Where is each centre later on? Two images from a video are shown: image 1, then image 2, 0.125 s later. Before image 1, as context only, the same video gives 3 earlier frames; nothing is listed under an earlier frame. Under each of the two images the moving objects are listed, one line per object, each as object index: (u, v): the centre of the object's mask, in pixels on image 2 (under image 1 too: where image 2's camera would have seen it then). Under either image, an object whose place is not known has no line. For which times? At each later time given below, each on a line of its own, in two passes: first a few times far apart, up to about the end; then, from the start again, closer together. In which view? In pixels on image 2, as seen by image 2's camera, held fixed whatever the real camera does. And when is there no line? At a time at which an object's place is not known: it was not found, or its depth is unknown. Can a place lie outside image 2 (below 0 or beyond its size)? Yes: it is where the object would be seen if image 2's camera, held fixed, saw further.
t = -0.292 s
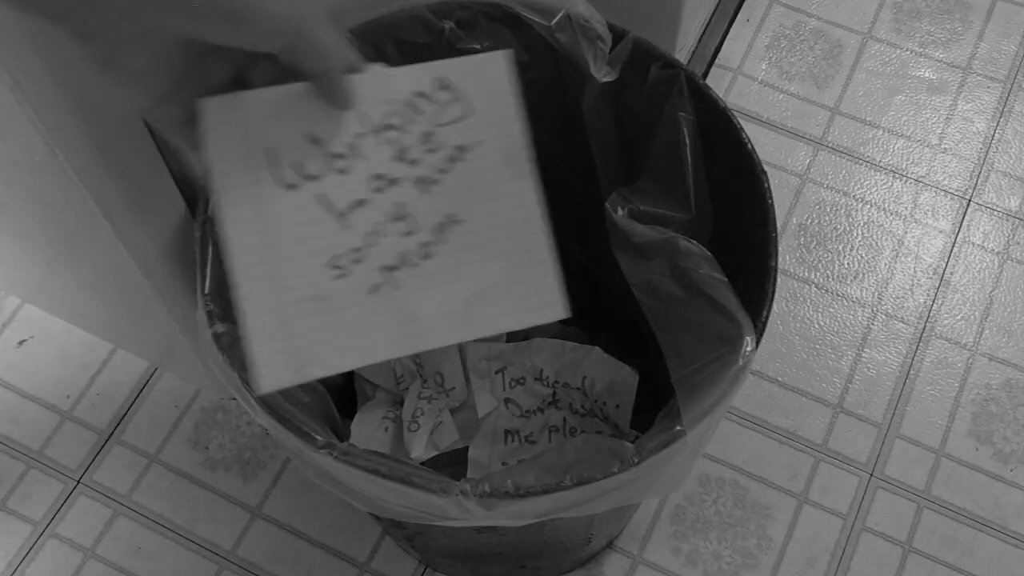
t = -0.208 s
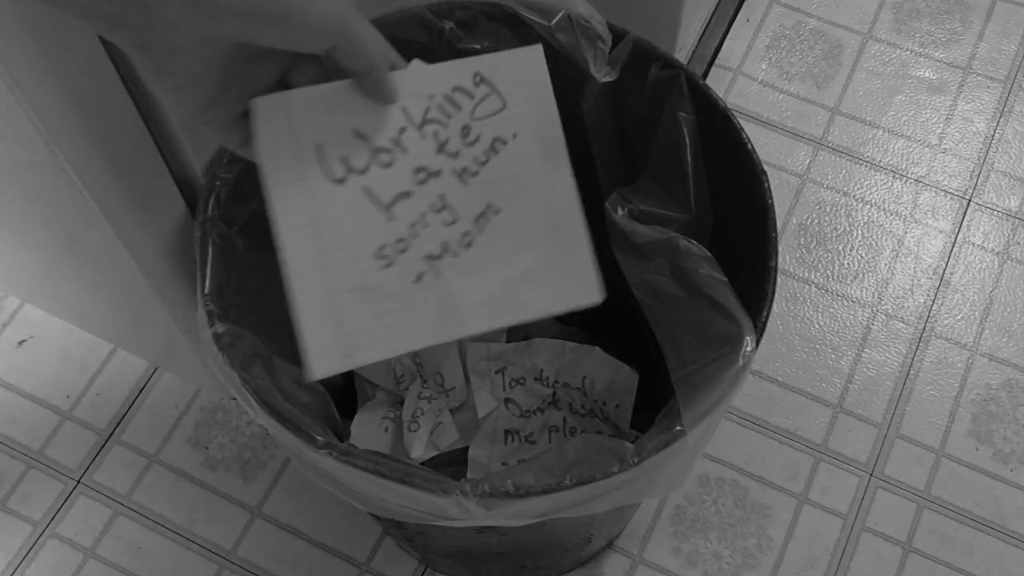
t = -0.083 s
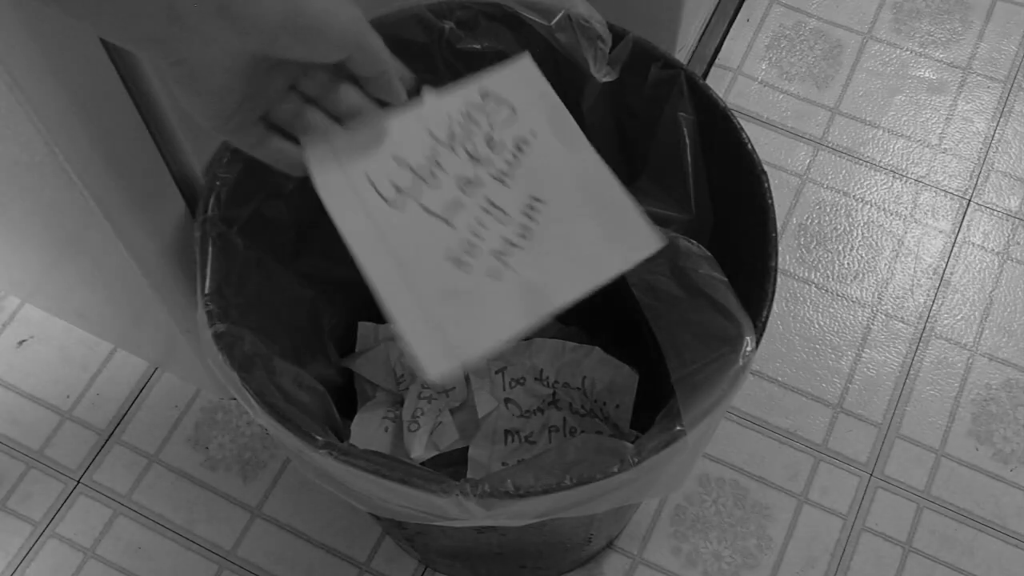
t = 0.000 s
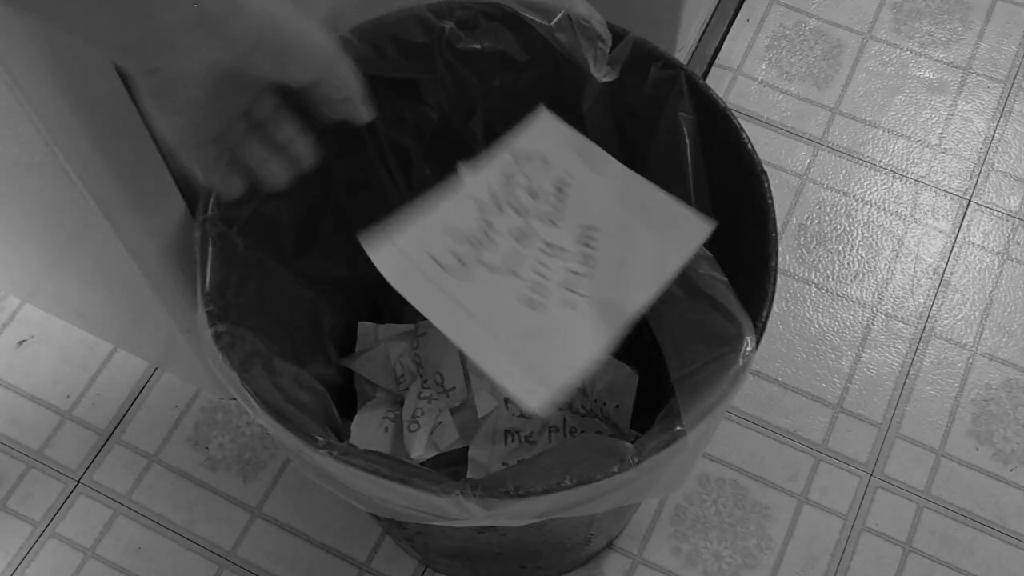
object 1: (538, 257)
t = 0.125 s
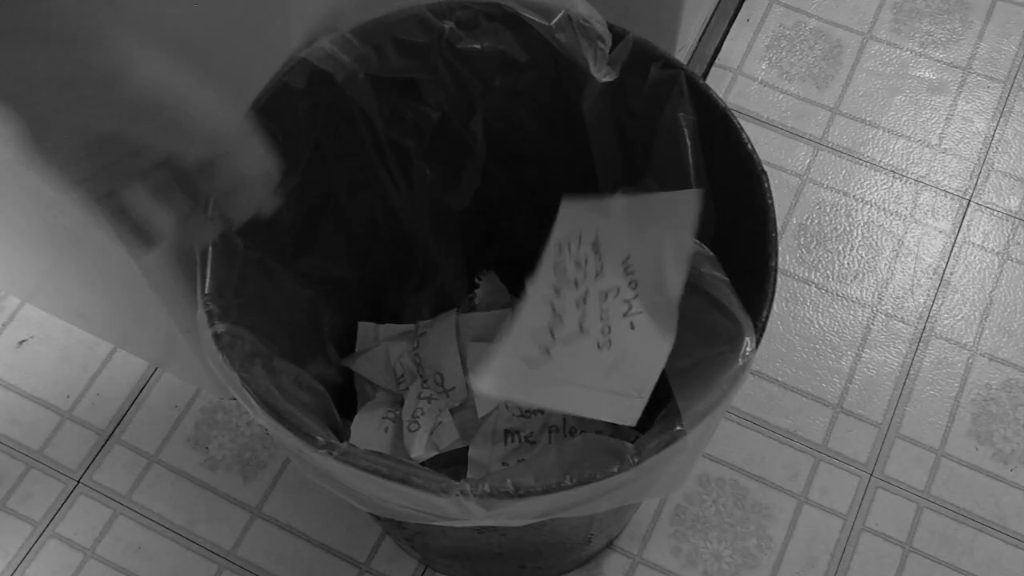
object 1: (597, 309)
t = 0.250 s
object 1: (548, 362)
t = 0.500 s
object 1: (550, 359)
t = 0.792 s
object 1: (550, 360)
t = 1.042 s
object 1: (550, 360)
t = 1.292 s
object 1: (550, 360)
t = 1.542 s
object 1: (550, 360)
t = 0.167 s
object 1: (593, 324)
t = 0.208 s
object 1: (573, 346)
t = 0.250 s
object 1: (548, 362)
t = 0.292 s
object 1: (538, 367)
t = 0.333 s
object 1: (544, 362)
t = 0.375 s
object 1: (547, 362)
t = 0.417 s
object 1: (549, 359)
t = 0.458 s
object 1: (550, 359)
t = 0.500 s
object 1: (550, 359)
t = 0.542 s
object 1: (550, 360)
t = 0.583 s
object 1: (550, 360)
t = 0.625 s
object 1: (550, 359)
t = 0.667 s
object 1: (550, 360)
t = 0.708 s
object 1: (550, 359)
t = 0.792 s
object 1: (550, 360)
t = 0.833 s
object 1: (550, 359)
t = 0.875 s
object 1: (550, 359)
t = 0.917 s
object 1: (550, 360)
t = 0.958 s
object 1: (550, 359)
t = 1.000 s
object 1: (550, 360)
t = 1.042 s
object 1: (550, 360)
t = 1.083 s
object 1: (550, 359)
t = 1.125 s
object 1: (550, 360)
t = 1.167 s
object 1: (550, 360)
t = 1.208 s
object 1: (550, 360)
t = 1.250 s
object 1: (550, 360)
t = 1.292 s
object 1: (550, 360)
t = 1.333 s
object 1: (550, 360)
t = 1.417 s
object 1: (550, 359)
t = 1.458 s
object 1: (550, 360)
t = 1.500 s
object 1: (550, 360)
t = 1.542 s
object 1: (550, 360)
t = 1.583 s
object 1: (550, 360)
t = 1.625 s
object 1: (550, 360)
